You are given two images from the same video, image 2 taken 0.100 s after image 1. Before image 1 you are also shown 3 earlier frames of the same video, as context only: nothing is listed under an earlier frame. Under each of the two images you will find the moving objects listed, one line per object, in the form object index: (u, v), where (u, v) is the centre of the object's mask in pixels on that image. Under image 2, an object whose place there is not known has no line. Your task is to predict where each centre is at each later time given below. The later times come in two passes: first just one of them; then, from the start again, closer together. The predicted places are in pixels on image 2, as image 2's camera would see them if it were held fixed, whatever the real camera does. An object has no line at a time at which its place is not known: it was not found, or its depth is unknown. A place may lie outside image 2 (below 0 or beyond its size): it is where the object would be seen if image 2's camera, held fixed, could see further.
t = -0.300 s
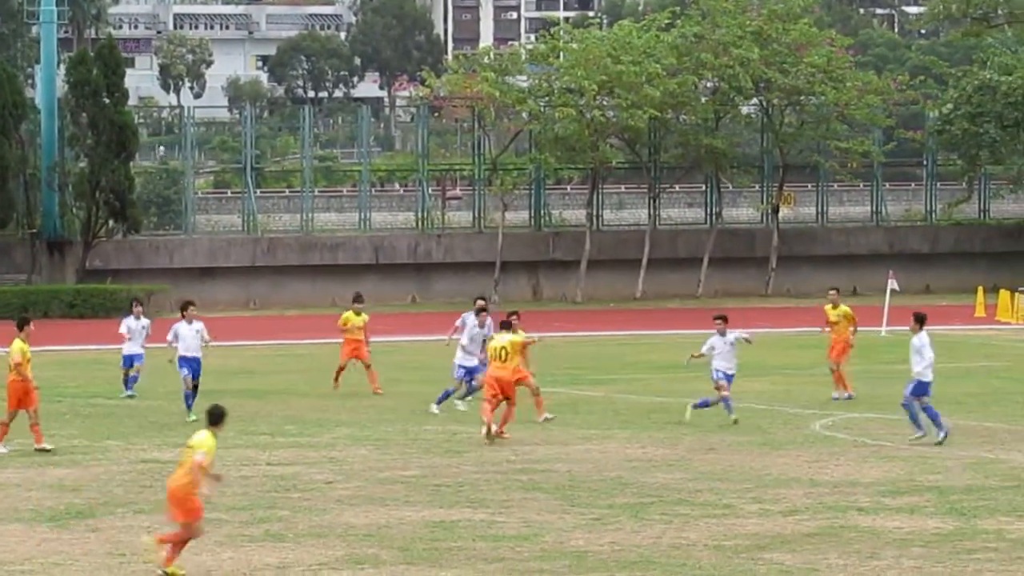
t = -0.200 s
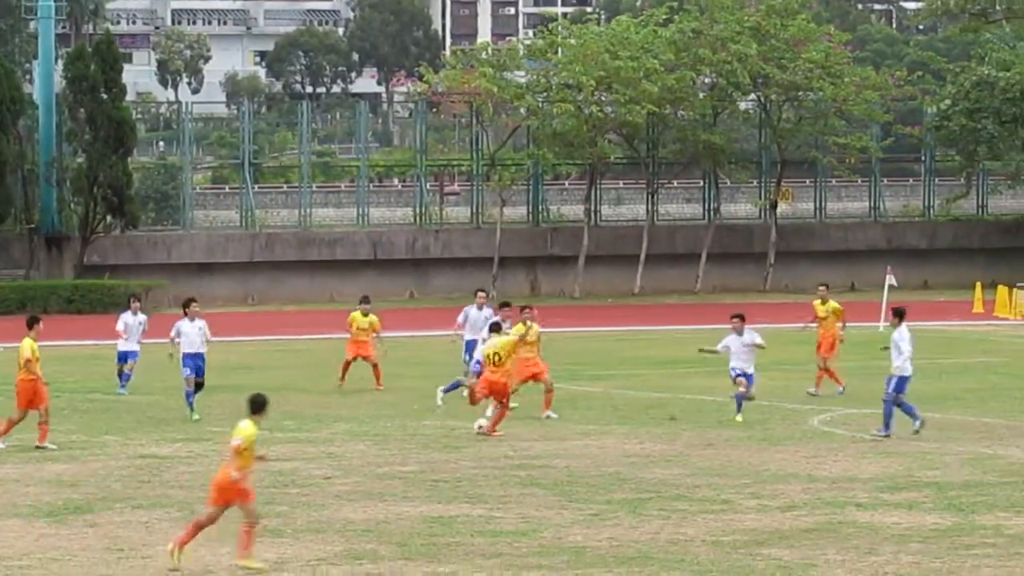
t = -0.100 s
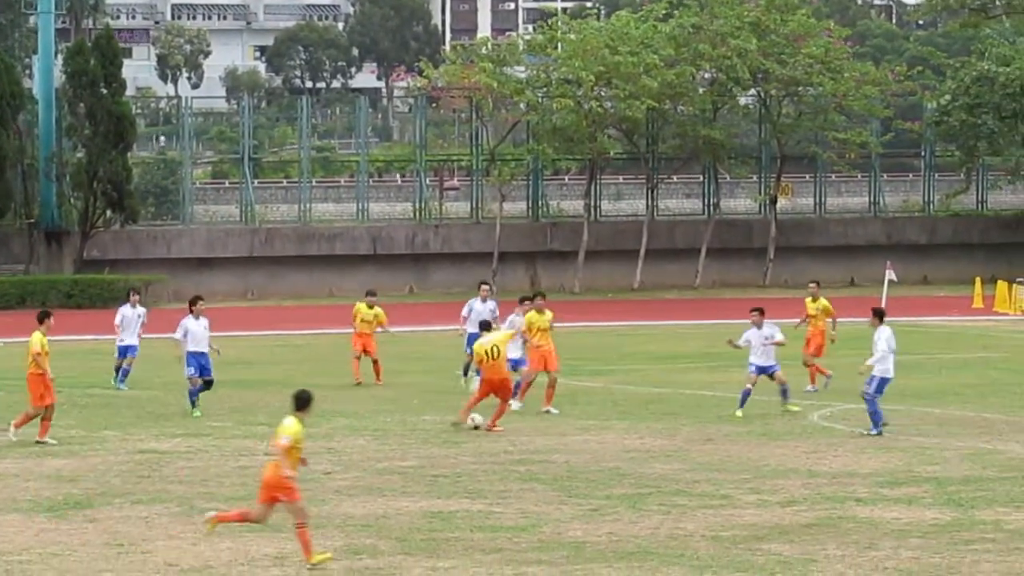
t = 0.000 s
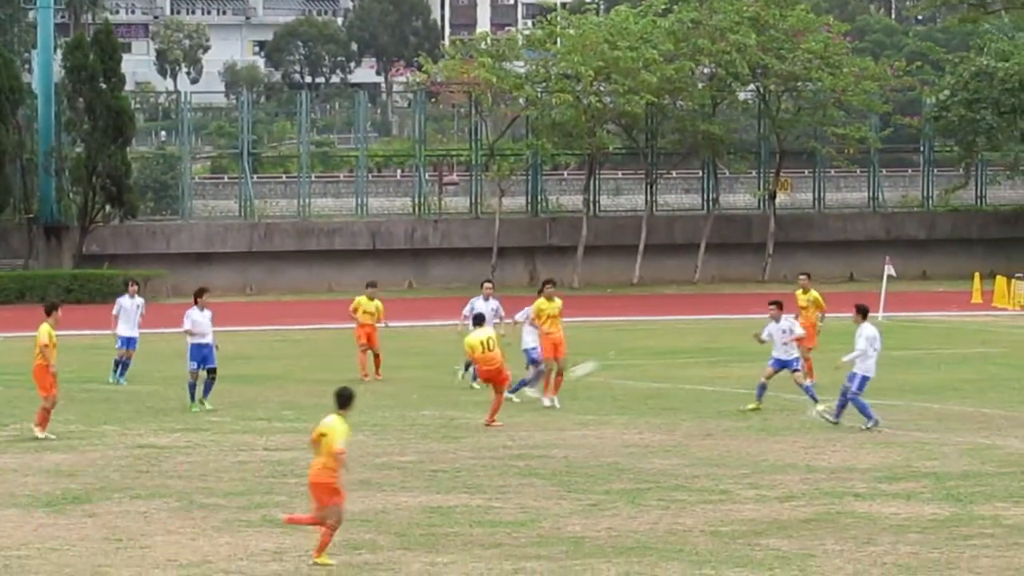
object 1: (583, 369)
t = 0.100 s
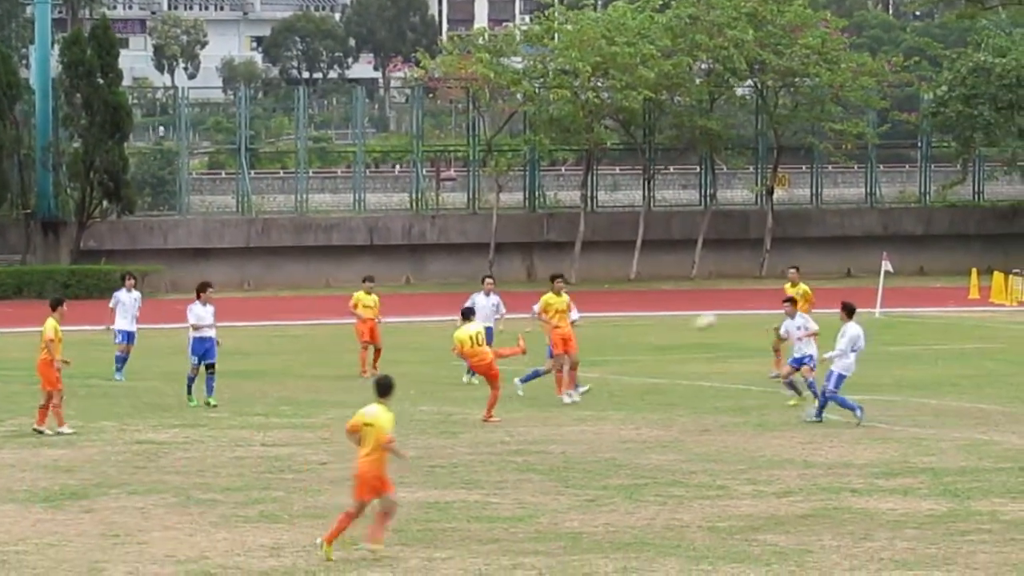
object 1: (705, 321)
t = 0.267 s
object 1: (896, 265)
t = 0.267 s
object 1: (896, 265)
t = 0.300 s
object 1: (931, 255)
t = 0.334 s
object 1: (965, 249)
